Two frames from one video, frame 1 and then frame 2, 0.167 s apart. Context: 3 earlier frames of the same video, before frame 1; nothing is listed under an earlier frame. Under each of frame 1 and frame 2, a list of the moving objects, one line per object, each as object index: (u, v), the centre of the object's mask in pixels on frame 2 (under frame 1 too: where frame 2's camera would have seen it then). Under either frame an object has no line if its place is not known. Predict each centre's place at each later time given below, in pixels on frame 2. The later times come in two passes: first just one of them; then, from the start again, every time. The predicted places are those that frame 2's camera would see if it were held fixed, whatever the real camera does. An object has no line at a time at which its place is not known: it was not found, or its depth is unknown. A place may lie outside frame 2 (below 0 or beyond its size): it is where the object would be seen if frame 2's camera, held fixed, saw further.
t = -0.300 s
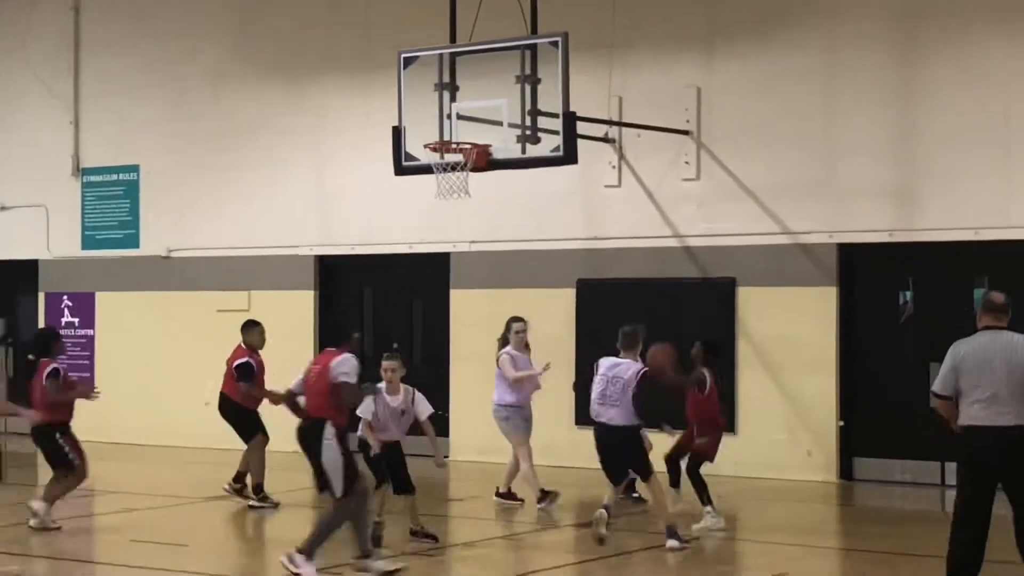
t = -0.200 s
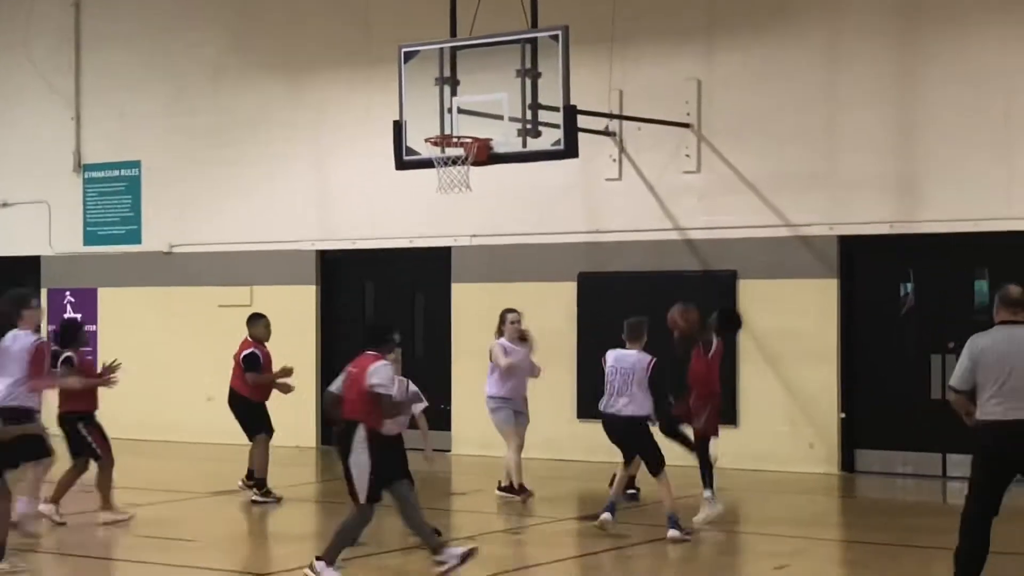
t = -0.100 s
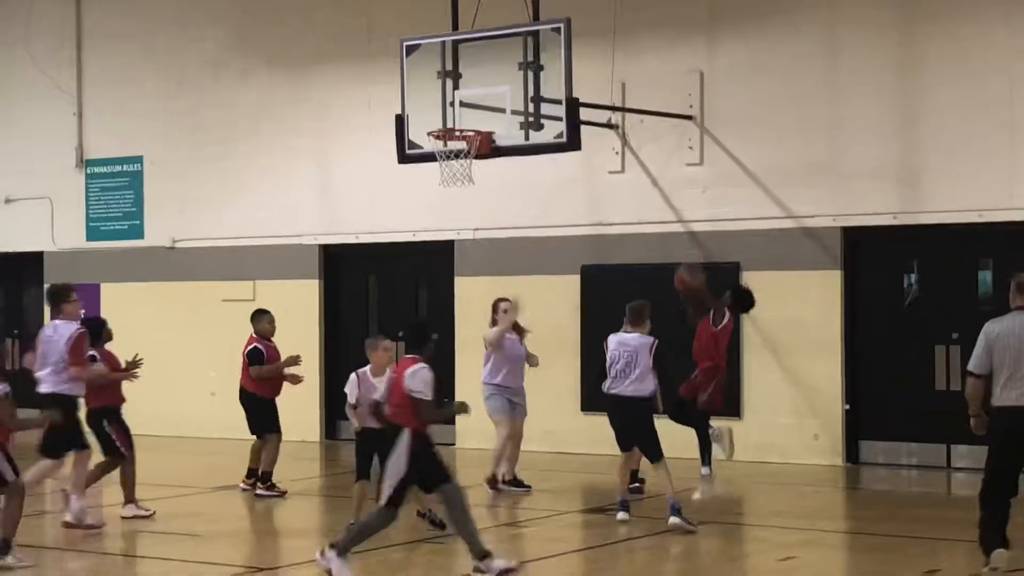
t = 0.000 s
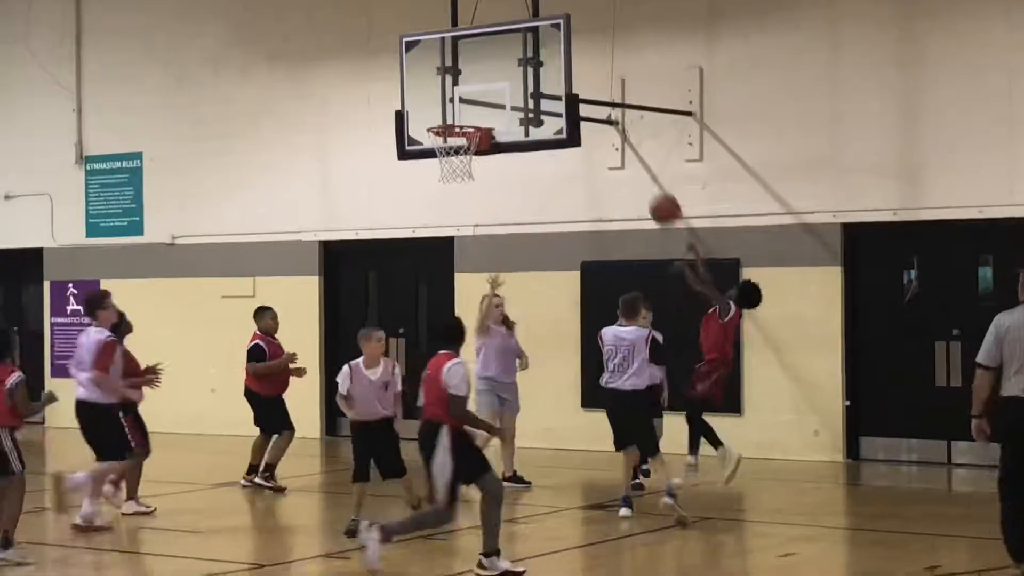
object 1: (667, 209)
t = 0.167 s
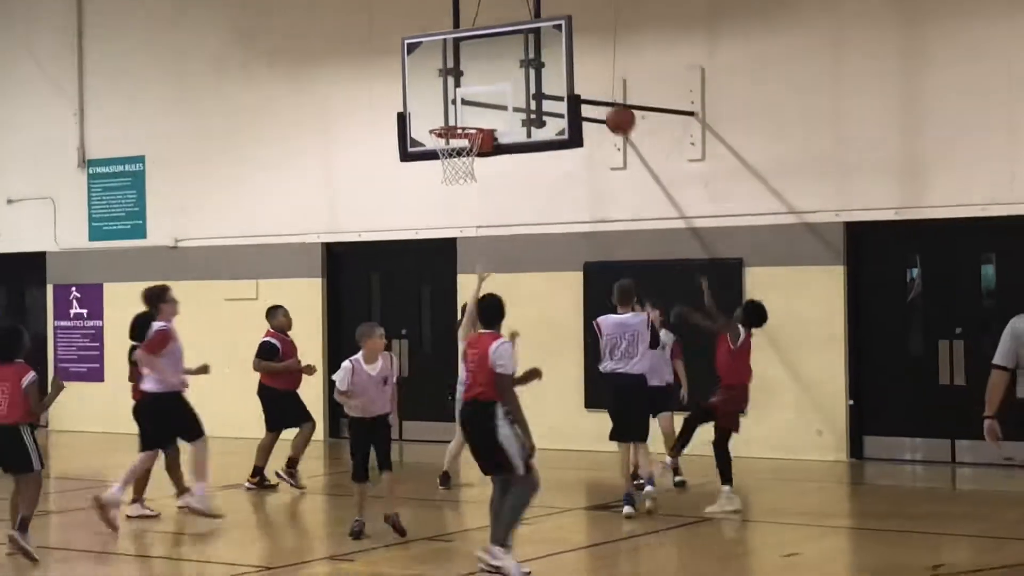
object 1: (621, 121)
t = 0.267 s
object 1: (593, 83)
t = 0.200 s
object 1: (611, 105)
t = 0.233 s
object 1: (602, 94)
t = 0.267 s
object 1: (593, 83)
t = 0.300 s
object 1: (585, 74)
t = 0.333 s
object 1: (576, 66)
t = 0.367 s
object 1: (567, 60)
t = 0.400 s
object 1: (559, 55)
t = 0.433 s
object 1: (550, 51)
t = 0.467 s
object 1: (542, 48)
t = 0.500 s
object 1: (534, 47)
